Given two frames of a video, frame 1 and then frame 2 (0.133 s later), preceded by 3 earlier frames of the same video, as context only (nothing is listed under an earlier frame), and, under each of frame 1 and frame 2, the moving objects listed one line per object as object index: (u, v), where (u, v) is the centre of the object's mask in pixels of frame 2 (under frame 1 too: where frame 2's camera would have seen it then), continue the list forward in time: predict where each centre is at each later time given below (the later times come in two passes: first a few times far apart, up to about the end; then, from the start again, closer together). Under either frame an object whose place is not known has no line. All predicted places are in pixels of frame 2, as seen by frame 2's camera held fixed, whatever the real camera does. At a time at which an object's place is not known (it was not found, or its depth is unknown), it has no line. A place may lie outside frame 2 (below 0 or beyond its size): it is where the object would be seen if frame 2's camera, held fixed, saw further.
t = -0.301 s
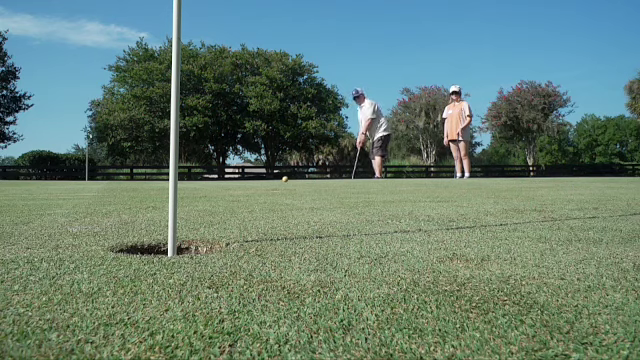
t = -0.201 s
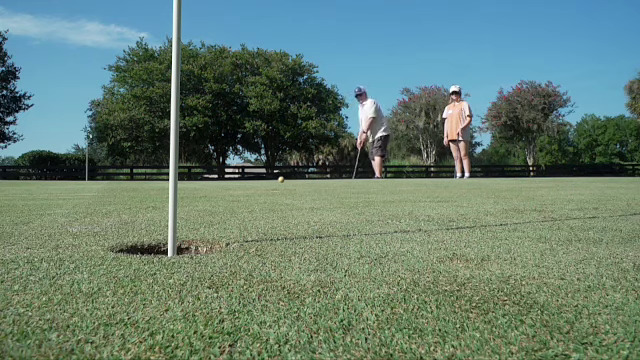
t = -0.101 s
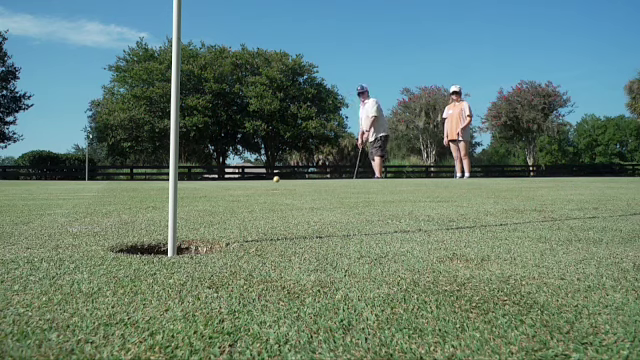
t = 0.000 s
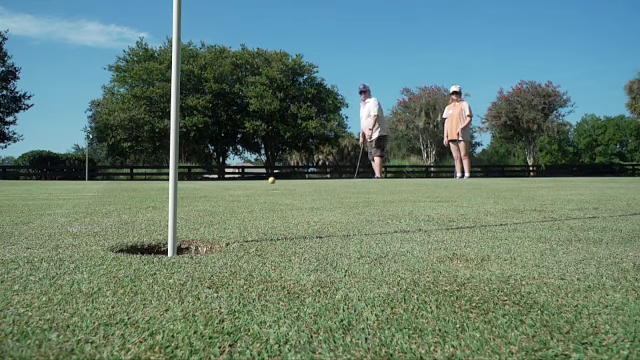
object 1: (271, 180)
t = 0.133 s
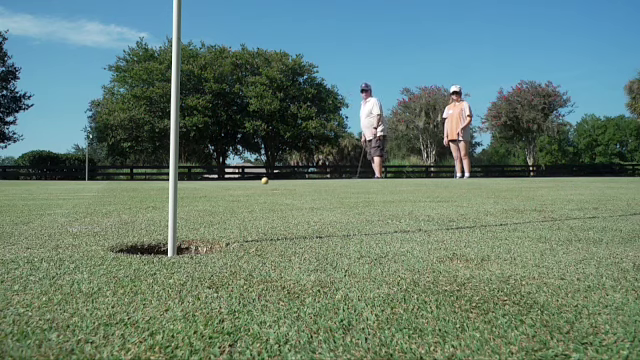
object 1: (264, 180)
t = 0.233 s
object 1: (259, 181)
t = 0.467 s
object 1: (243, 182)
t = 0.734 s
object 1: (222, 184)
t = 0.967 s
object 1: (200, 186)
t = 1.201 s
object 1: (180, 189)
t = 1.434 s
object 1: (146, 192)
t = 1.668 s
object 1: (106, 195)
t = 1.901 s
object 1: (58, 201)
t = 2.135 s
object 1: (7, 208)
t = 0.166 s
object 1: (262, 180)
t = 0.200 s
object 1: (260, 180)
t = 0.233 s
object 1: (259, 181)
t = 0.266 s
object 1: (256, 181)
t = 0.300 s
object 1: (254, 181)
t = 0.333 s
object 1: (252, 181)
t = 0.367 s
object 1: (250, 181)
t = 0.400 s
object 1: (248, 181)
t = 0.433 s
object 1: (246, 182)
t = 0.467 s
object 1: (243, 182)
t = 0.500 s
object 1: (241, 183)
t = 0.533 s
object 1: (238, 182)
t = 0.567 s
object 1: (236, 183)
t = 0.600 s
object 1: (233, 183)
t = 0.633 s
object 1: (230, 183)
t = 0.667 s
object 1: (228, 184)
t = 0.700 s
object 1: (225, 184)
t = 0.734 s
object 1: (222, 184)
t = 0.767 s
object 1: (219, 184)
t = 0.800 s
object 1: (216, 185)
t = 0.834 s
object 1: (213, 185)
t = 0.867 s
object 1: (210, 185)
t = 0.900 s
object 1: (207, 185)
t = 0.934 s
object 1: (204, 185)
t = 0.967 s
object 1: (200, 186)
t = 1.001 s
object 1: (197, 186)
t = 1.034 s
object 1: (194, 186)
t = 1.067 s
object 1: (191, 187)
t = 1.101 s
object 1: (187, 187)
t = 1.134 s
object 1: (184, 188)
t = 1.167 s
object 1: (181, 188)
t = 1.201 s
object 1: (180, 189)
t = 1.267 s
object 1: (164, 189)
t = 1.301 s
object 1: (163, 190)
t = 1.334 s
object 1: (160, 191)
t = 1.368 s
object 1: (155, 191)
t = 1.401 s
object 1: (151, 191)
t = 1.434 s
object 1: (146, 192)
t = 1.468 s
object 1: (141, 192)
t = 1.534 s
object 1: (130, 193)
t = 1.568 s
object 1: (124, 194)
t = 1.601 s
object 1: (118, 194)
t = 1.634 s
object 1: (113, 194)
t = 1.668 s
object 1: (106, 195)
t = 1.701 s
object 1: (100, 196)
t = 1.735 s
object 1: (93, 197)
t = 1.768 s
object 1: (87, 197)
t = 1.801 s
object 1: (80, 198)
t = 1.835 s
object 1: (73, 199)
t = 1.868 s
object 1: (66, 200)
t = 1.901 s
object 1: (58, 201)
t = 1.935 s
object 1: (50, 202)
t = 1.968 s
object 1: (42, 203)
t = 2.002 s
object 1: (34, 204)
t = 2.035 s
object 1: (25, 204)
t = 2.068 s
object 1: (17, 206)
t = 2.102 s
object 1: (11, 206)
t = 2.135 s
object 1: (7, 208)
